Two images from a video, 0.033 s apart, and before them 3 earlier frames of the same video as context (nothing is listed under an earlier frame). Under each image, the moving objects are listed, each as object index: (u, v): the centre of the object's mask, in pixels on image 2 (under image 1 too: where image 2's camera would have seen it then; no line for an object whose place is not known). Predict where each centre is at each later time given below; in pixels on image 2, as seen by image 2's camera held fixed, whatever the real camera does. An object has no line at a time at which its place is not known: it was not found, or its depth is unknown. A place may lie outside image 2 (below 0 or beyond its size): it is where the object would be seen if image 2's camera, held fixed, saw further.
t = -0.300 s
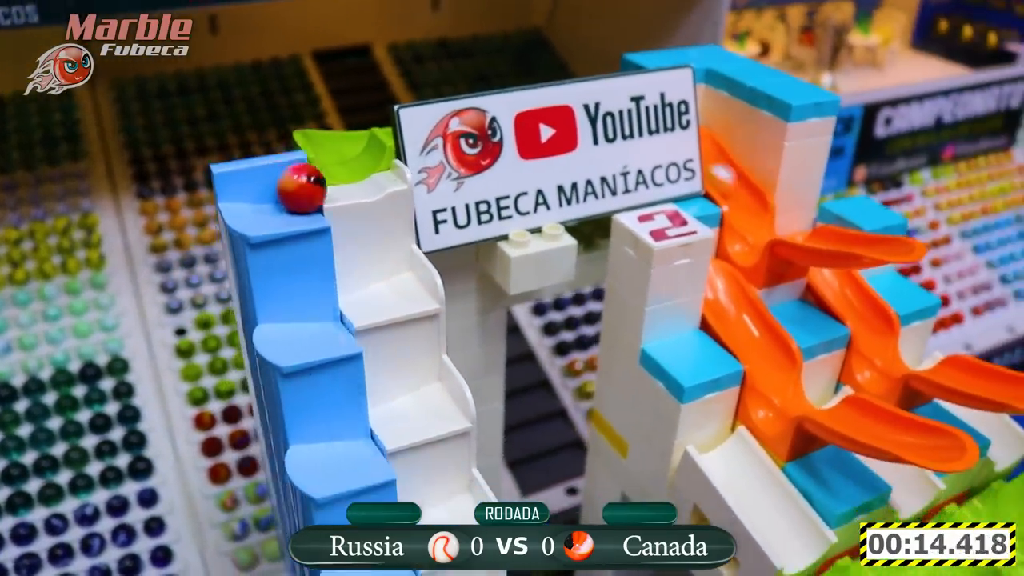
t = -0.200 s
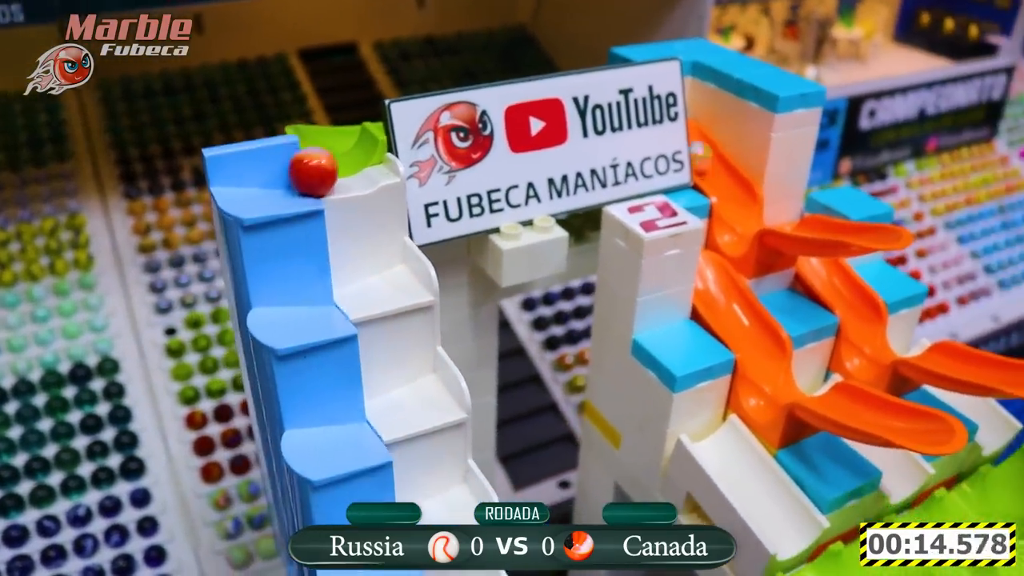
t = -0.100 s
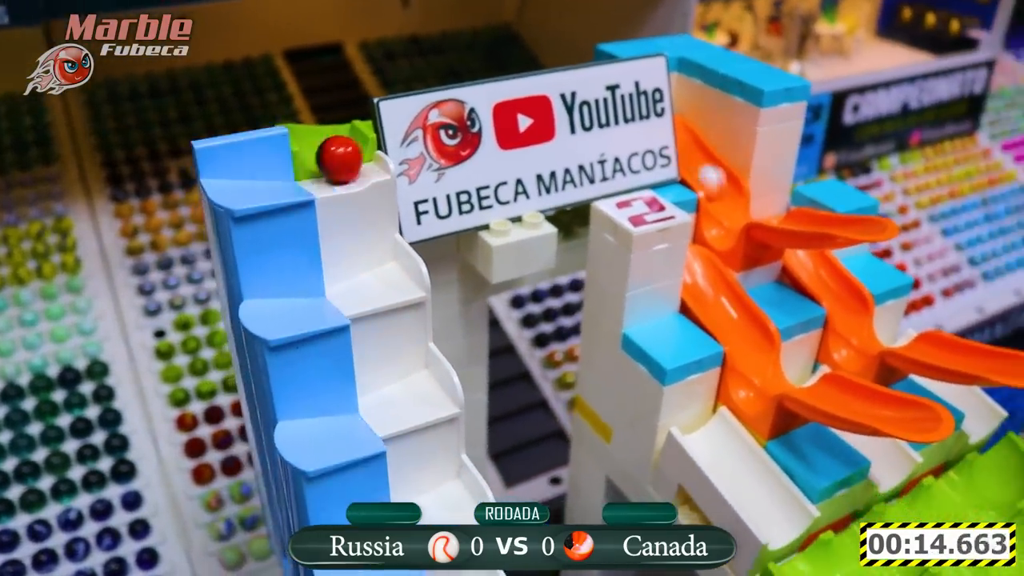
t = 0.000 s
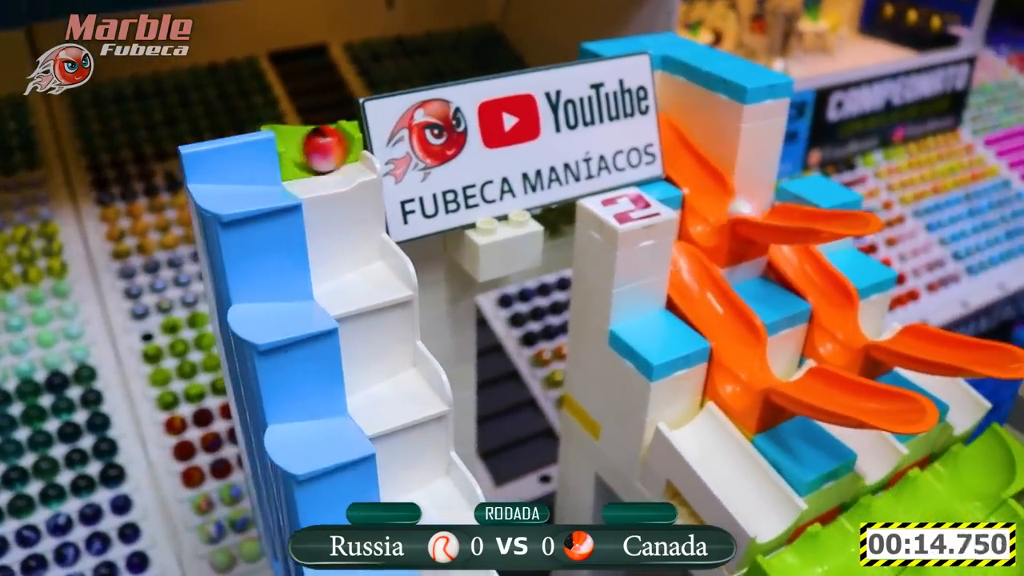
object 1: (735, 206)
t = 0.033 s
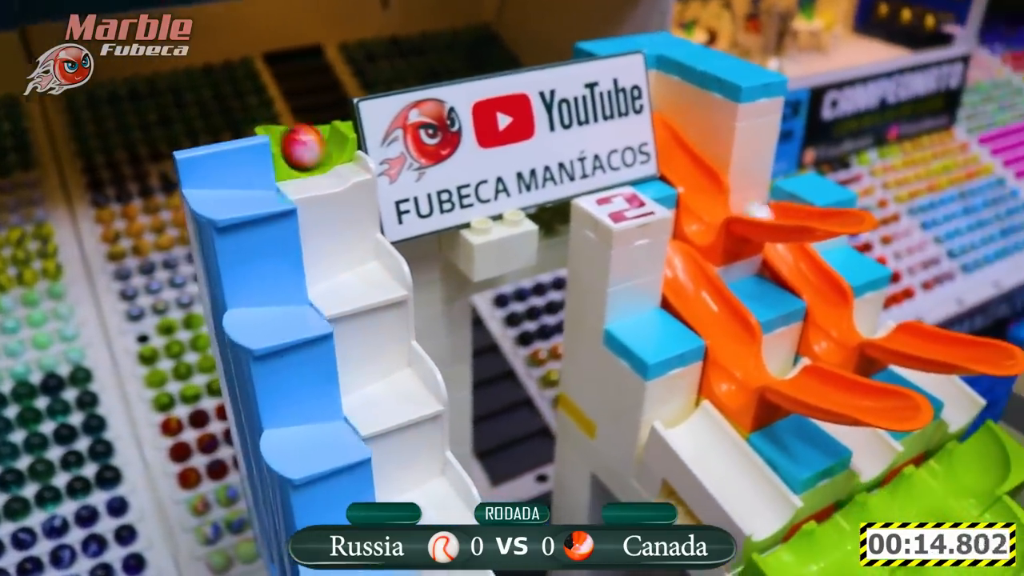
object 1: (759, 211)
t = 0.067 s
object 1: (777, 212)
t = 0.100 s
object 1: (791, 213)
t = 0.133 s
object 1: (799, 213)
